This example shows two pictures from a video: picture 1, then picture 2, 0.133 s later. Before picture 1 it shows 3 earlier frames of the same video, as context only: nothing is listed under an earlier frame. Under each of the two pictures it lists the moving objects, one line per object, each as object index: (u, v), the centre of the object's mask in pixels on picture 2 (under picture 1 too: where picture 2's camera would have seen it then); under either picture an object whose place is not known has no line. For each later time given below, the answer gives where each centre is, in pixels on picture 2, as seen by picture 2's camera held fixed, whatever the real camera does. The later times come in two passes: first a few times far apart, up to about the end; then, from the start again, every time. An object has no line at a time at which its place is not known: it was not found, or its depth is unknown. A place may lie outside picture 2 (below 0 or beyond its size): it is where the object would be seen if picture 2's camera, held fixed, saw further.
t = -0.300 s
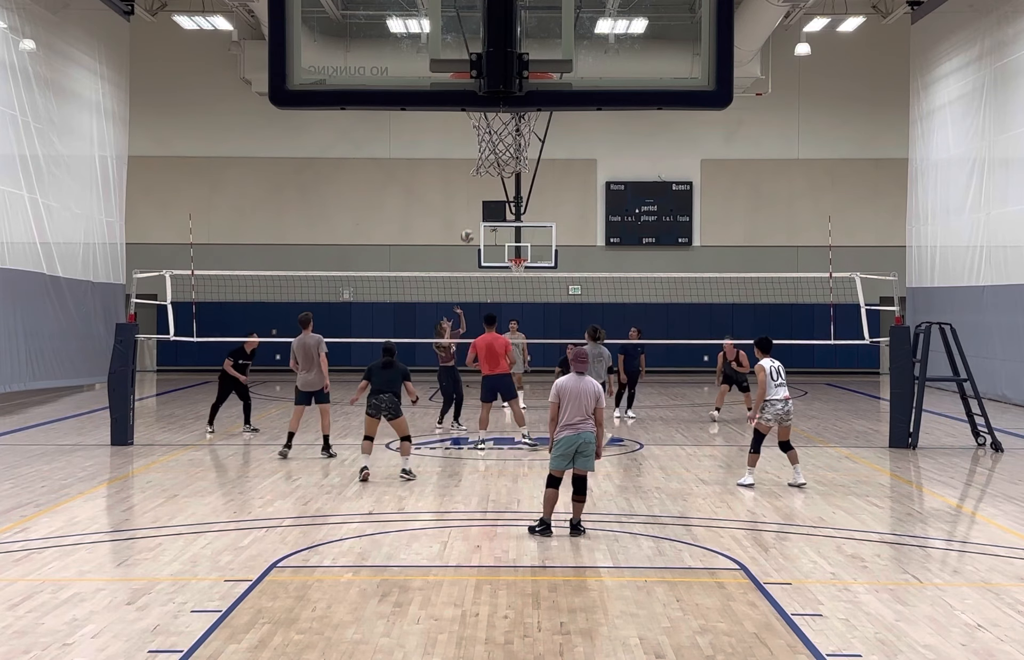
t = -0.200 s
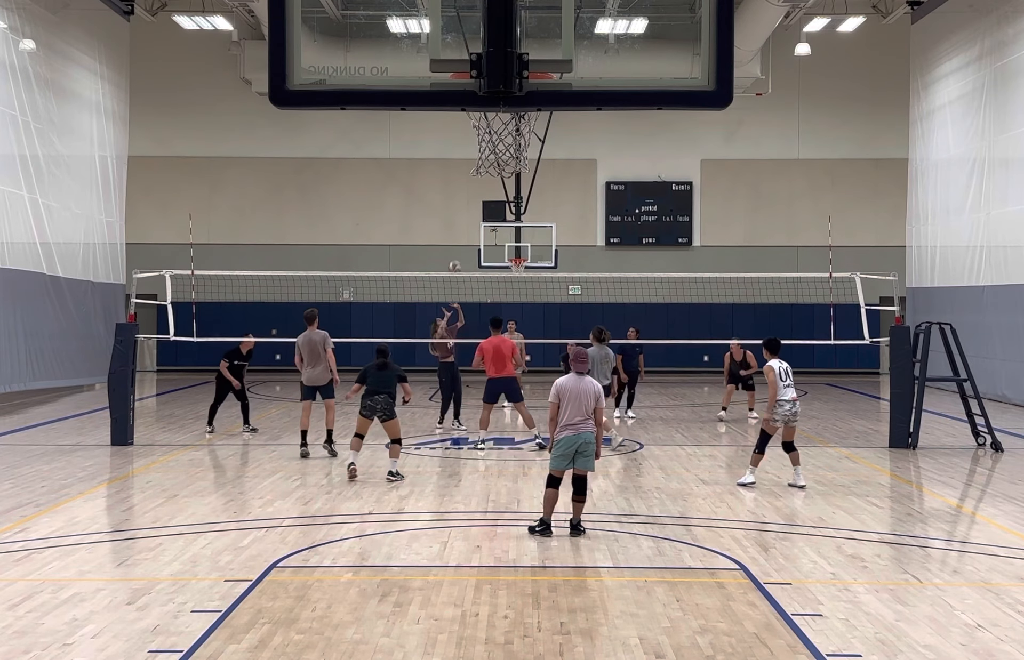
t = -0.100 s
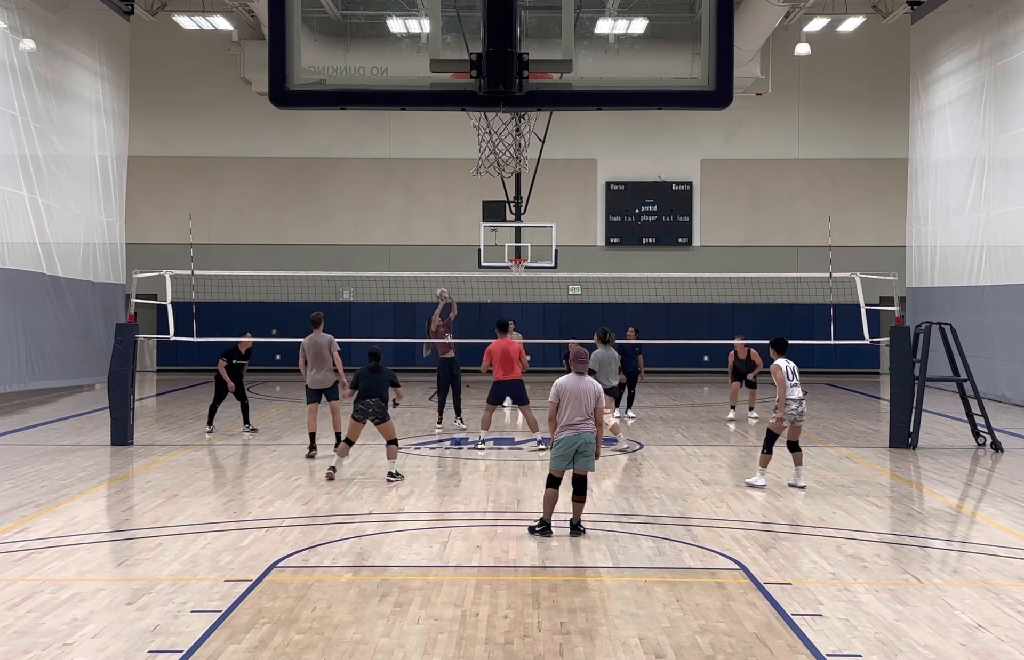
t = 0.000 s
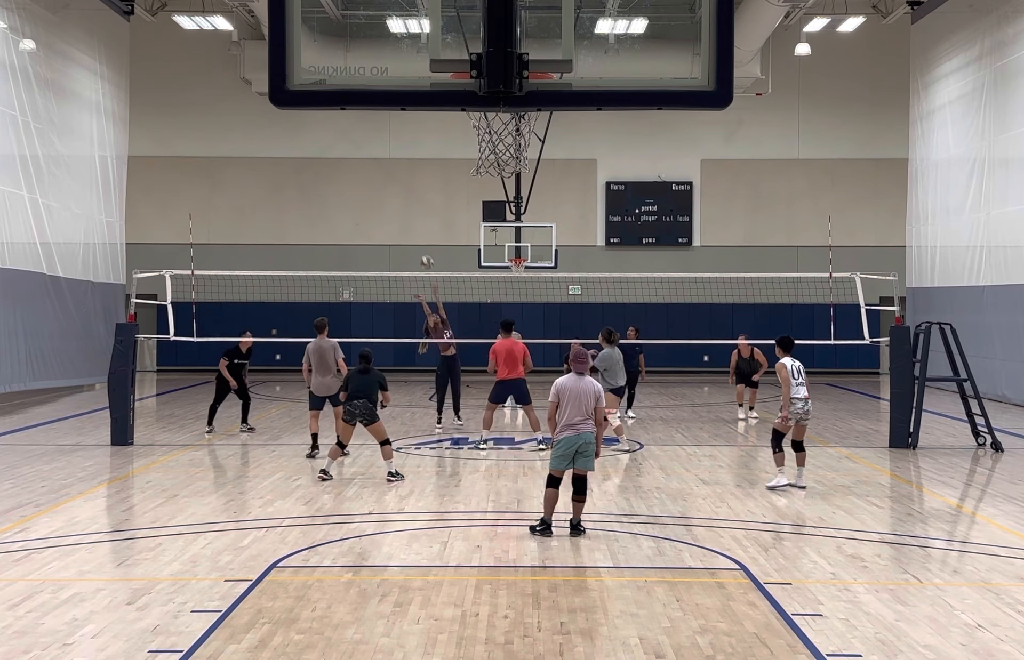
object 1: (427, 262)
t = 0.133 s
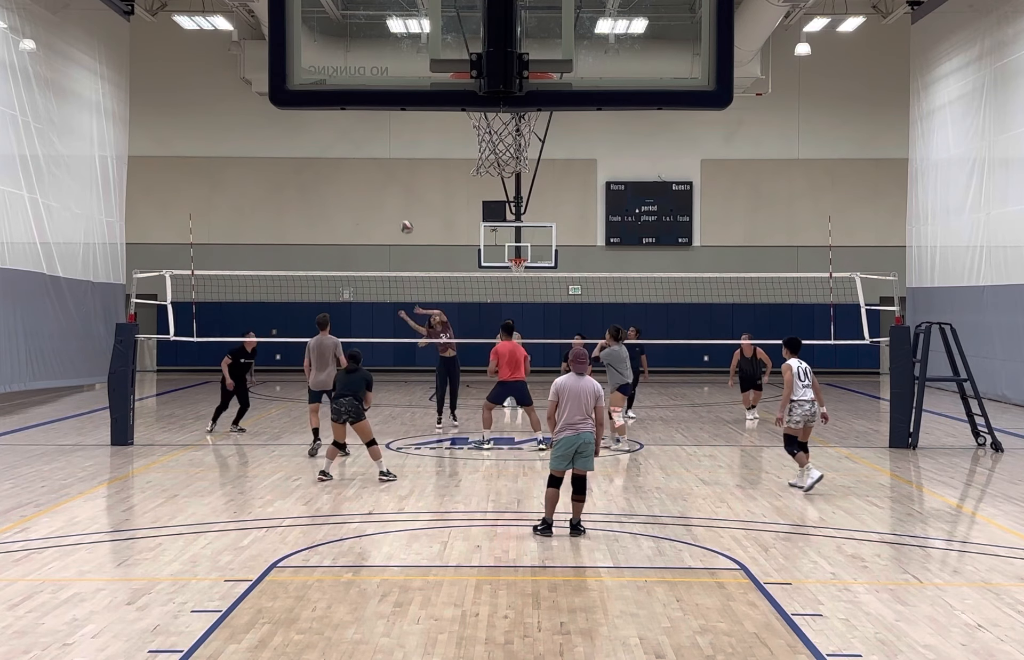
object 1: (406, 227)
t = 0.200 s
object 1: (396, 213)
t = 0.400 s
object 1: (367, 188)
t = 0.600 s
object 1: (338, 189)
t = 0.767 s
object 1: (314, 209)
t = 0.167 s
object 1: (401, 220)
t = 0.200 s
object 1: (396, 213)
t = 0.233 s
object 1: (391, 207)
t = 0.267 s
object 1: (387, 202)
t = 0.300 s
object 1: (382, 198)
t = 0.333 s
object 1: (377, 194)
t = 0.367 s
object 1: (372, 190)
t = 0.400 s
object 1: (367, 188)
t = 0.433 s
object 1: (362, 186)
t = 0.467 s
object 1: (357, 186)
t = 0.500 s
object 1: (352, 185)
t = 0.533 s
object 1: (348, 186)
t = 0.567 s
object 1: (342, 187)
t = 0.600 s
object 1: (338, 189)
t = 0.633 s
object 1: (333, 192)
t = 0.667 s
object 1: (328, 195)
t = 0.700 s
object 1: (323, 199)
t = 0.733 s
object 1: (318, 204)
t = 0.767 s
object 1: (314, 209)
